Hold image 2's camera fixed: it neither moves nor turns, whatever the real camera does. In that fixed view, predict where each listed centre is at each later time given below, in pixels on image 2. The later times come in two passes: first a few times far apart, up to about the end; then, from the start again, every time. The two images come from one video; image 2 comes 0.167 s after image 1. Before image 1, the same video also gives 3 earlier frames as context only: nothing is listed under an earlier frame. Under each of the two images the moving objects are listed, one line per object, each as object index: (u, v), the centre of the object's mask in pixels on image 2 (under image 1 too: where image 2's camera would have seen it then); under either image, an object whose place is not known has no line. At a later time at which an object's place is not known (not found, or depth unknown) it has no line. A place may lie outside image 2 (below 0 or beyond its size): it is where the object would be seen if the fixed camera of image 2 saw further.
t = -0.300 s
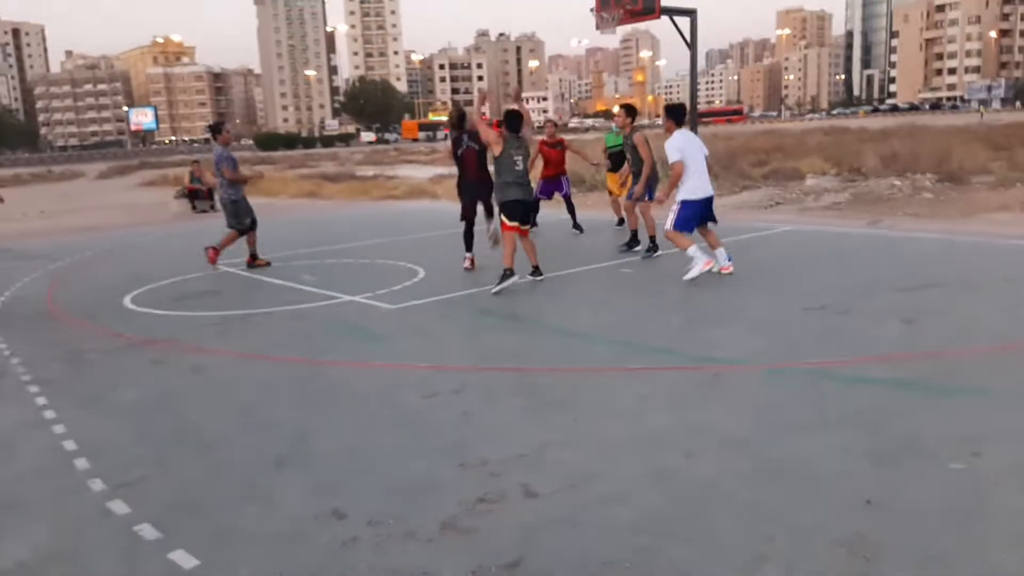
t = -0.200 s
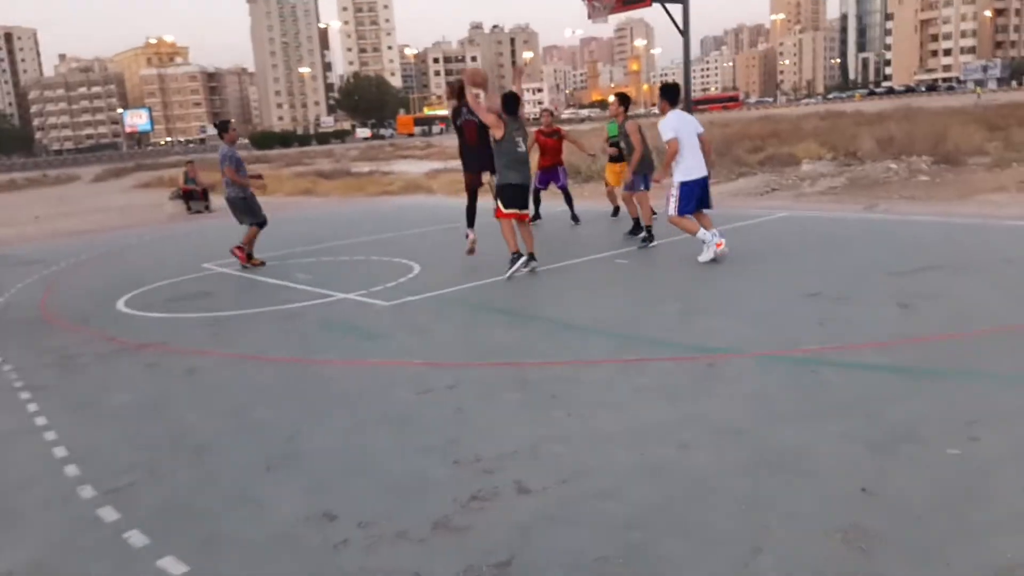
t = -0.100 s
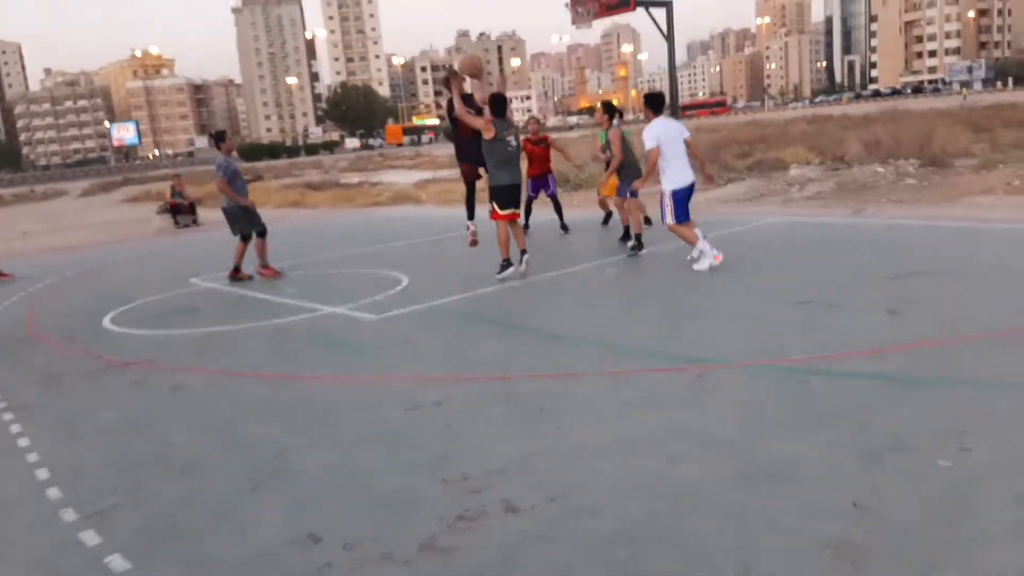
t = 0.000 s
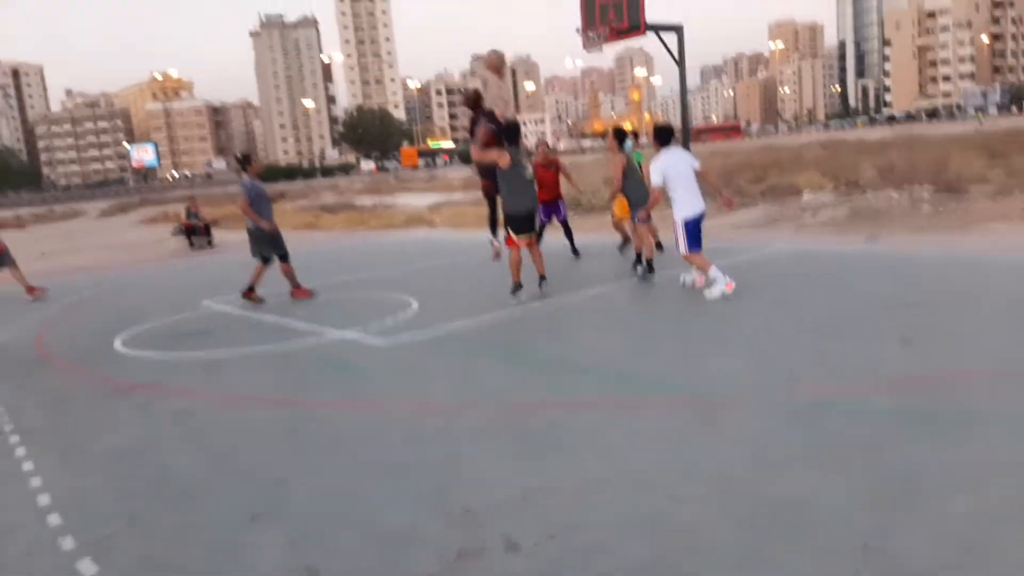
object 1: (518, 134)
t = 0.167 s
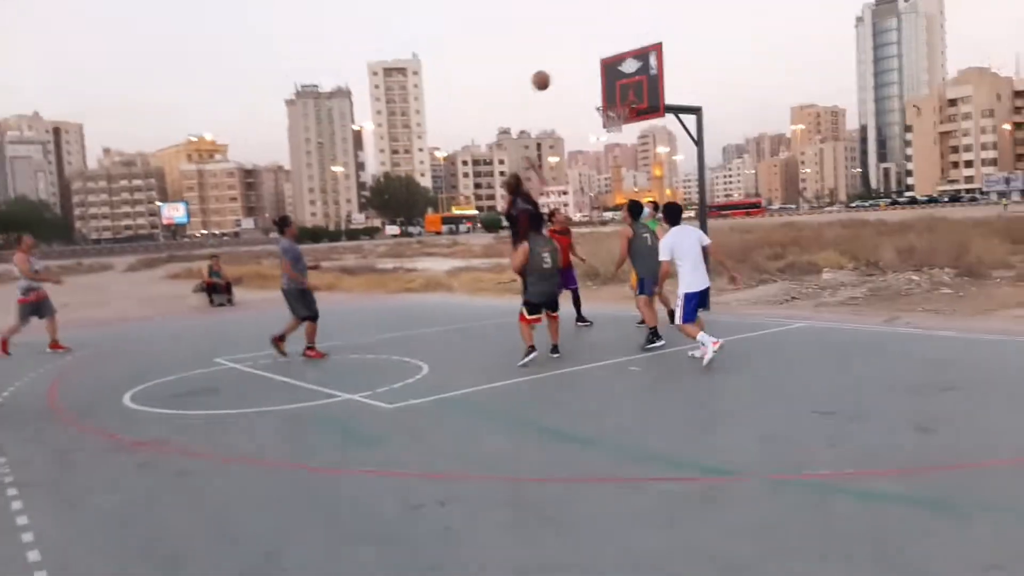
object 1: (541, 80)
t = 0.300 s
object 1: (561, 57)
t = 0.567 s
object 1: (597, 60)
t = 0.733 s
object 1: (619, 84)
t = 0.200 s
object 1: (546, 74)
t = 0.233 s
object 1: (553, 67)
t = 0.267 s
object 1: (557, 62)
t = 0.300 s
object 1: (561, 57)
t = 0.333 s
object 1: (566, 55)
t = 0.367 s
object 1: (570, 54)
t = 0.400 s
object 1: (575, 54)
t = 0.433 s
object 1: (580, 54)
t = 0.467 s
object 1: (585, 55)
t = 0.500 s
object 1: (589, 56)
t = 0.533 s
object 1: (593, 57)
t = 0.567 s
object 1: (597, 60)
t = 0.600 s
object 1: (601, 64)
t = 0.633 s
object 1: (605, 69)
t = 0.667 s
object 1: (609, 73)
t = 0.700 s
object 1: (613, 78)
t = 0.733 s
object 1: (619, 84)
